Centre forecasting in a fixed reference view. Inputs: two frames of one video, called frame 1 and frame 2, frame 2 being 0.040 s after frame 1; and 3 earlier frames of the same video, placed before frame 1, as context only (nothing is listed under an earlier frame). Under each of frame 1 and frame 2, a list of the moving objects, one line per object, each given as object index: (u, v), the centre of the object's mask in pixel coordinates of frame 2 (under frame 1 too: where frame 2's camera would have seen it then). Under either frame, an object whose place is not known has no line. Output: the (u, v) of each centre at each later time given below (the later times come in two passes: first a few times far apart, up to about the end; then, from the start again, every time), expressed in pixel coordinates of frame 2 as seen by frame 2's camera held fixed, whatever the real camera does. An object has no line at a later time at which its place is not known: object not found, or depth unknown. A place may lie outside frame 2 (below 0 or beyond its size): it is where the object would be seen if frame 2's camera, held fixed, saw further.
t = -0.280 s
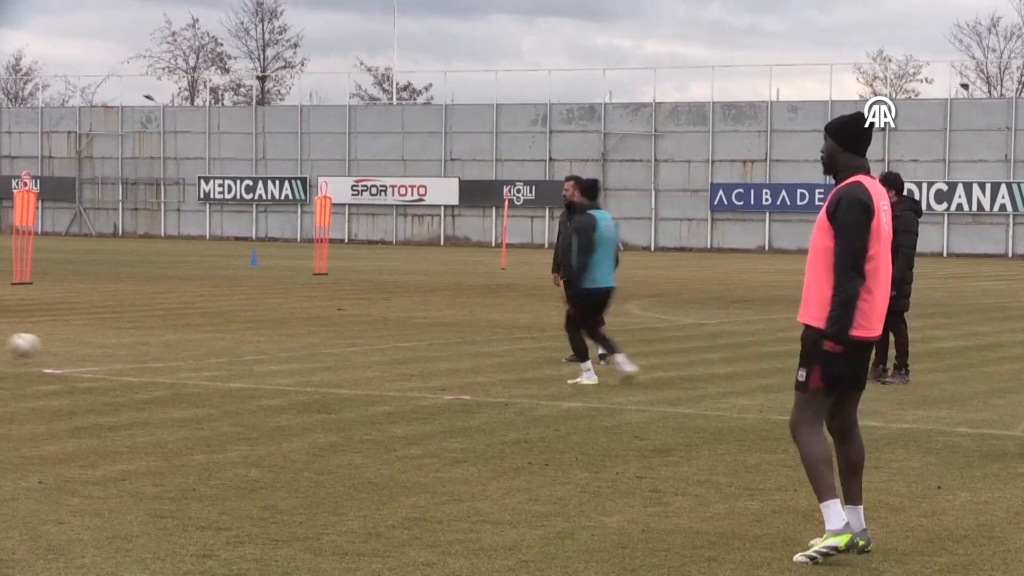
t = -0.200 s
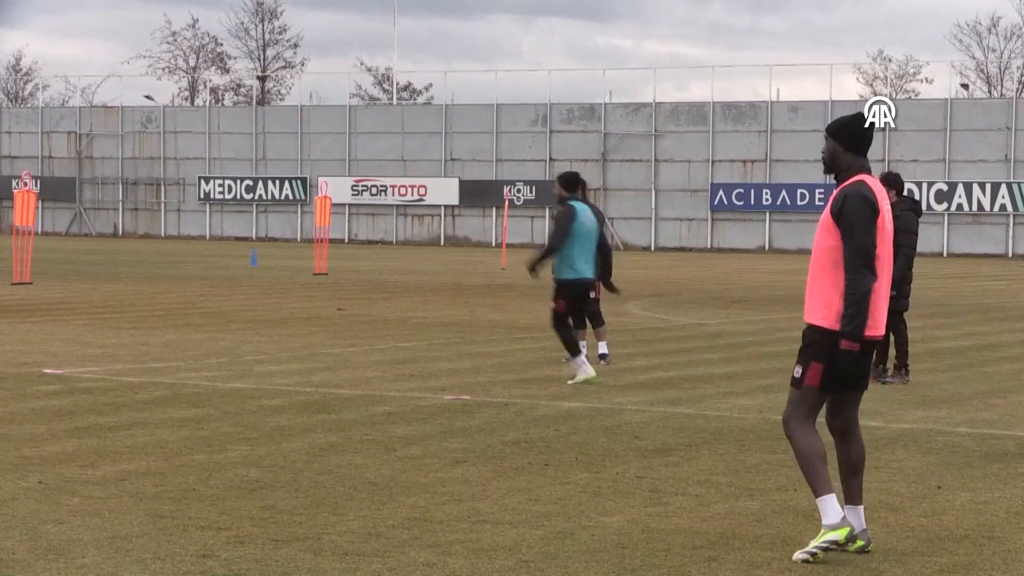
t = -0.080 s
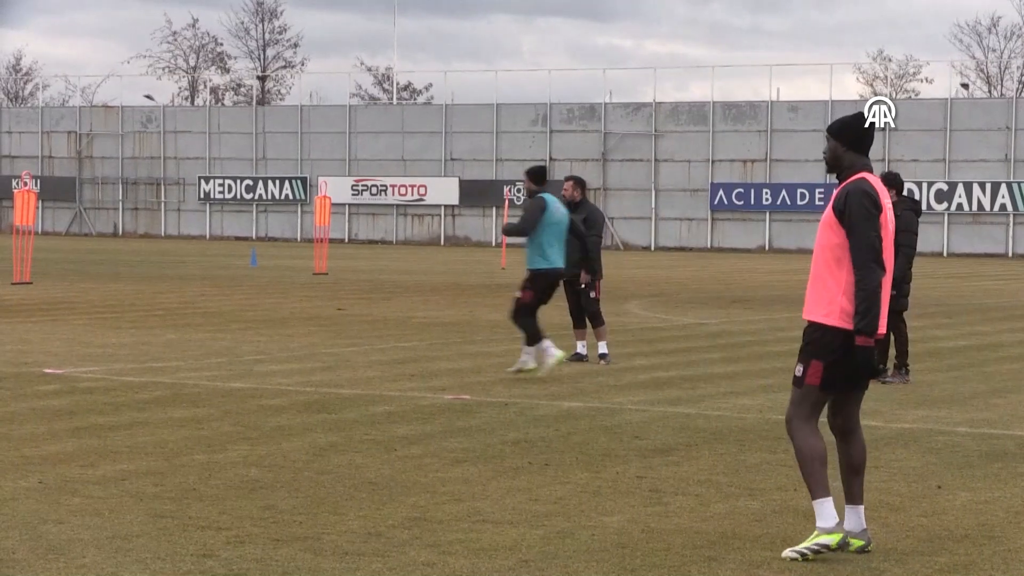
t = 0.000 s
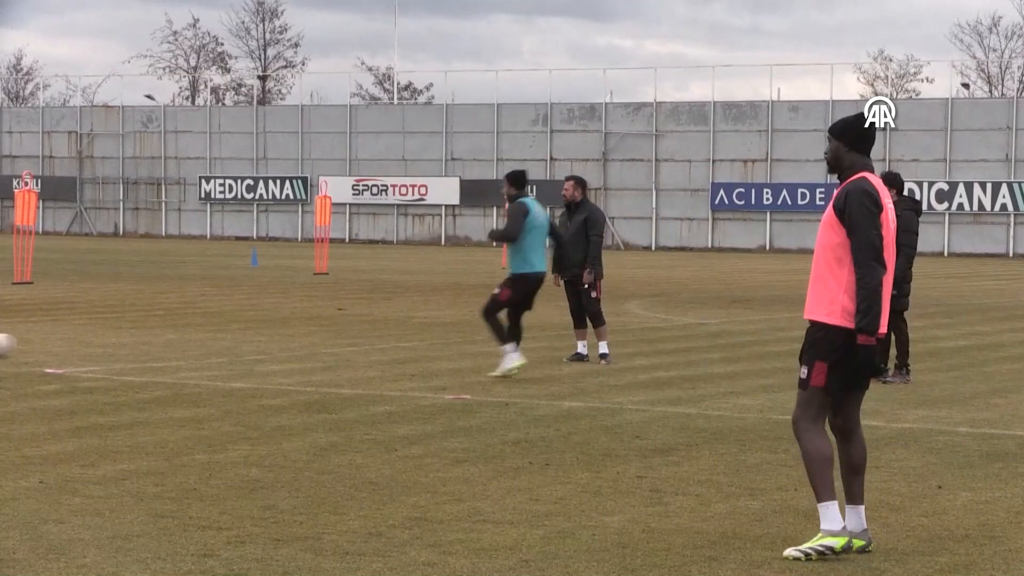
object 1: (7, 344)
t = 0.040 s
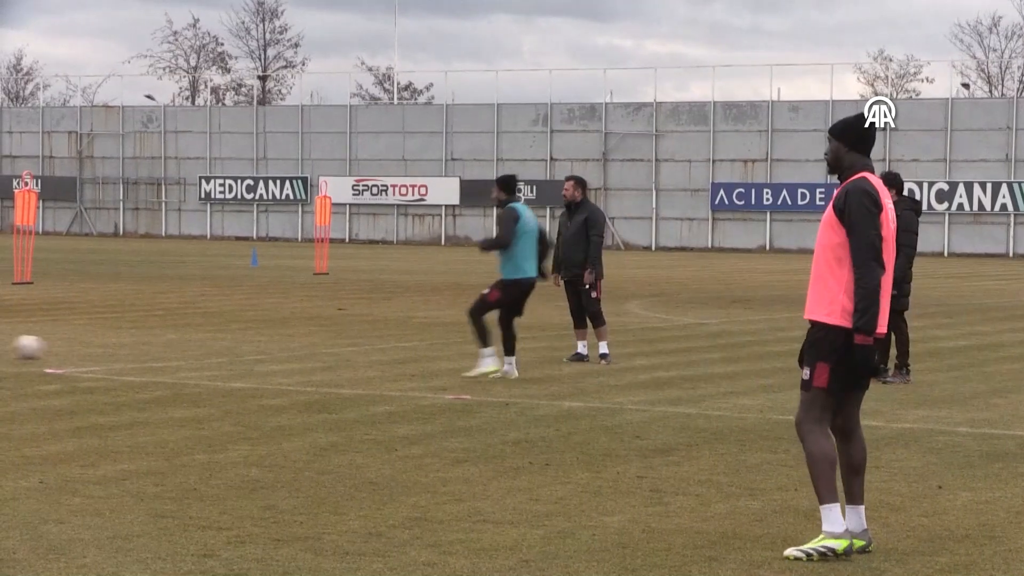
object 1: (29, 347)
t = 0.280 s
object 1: (195, 355)
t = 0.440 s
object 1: (290, 359)
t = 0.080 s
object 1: (57, 348)
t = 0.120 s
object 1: (85, 347)
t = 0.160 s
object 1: (114, 349)
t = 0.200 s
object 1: (142, 352)
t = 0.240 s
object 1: (168, 353)
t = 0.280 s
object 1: (195, 355)
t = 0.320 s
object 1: (220, 357)
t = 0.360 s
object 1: (243, 357)
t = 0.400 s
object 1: (266, 357)
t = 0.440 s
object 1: (290, 359)
